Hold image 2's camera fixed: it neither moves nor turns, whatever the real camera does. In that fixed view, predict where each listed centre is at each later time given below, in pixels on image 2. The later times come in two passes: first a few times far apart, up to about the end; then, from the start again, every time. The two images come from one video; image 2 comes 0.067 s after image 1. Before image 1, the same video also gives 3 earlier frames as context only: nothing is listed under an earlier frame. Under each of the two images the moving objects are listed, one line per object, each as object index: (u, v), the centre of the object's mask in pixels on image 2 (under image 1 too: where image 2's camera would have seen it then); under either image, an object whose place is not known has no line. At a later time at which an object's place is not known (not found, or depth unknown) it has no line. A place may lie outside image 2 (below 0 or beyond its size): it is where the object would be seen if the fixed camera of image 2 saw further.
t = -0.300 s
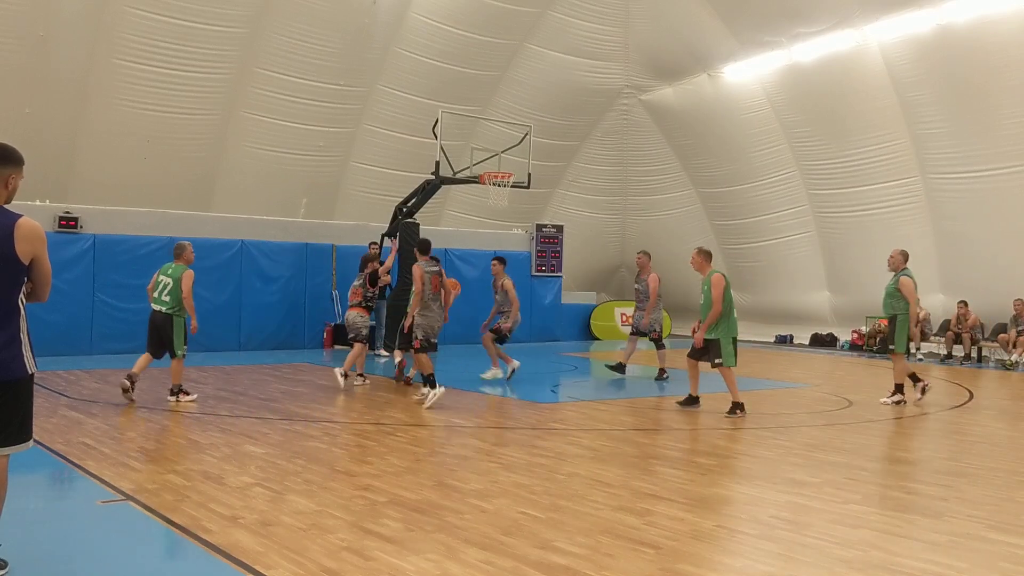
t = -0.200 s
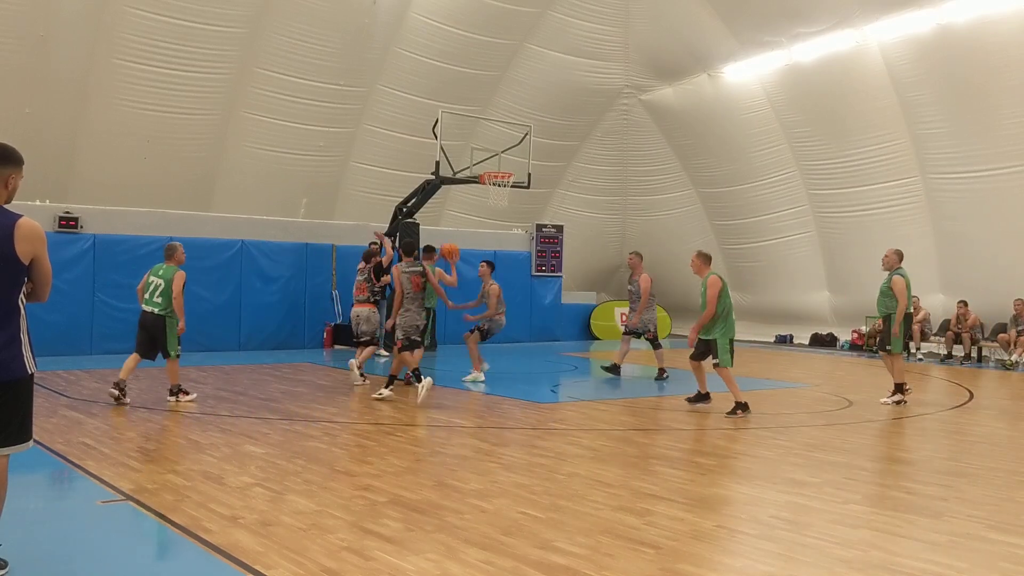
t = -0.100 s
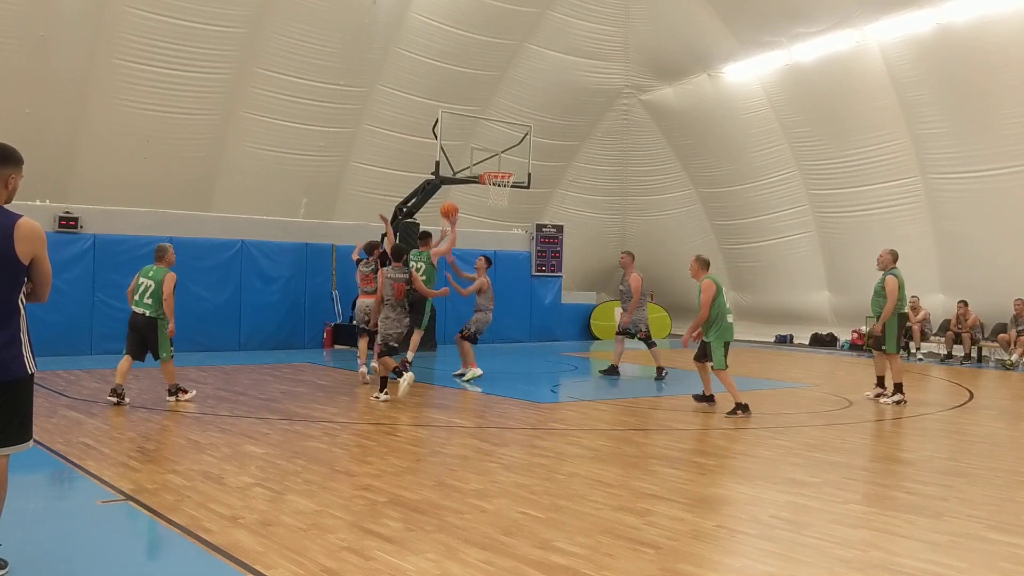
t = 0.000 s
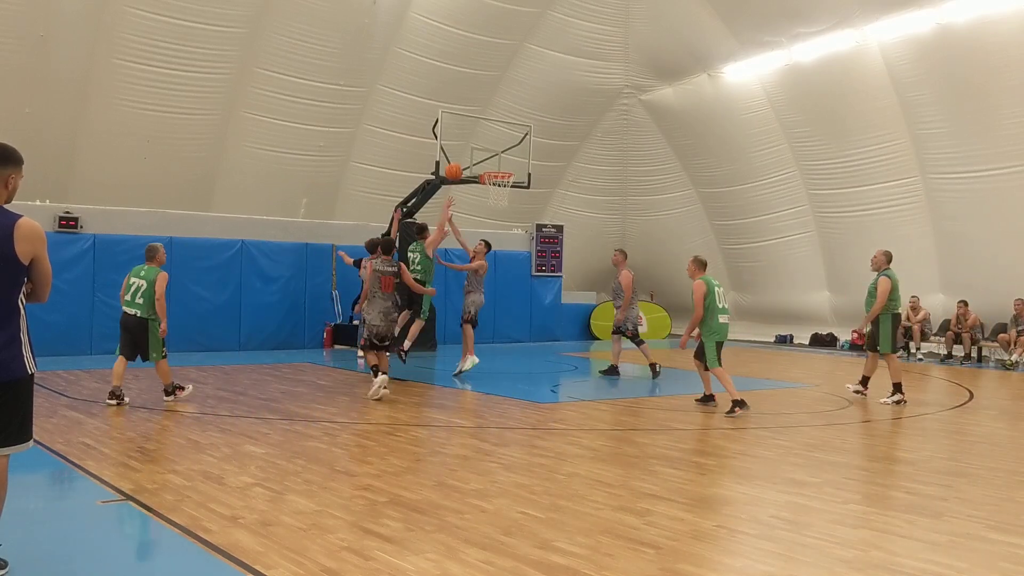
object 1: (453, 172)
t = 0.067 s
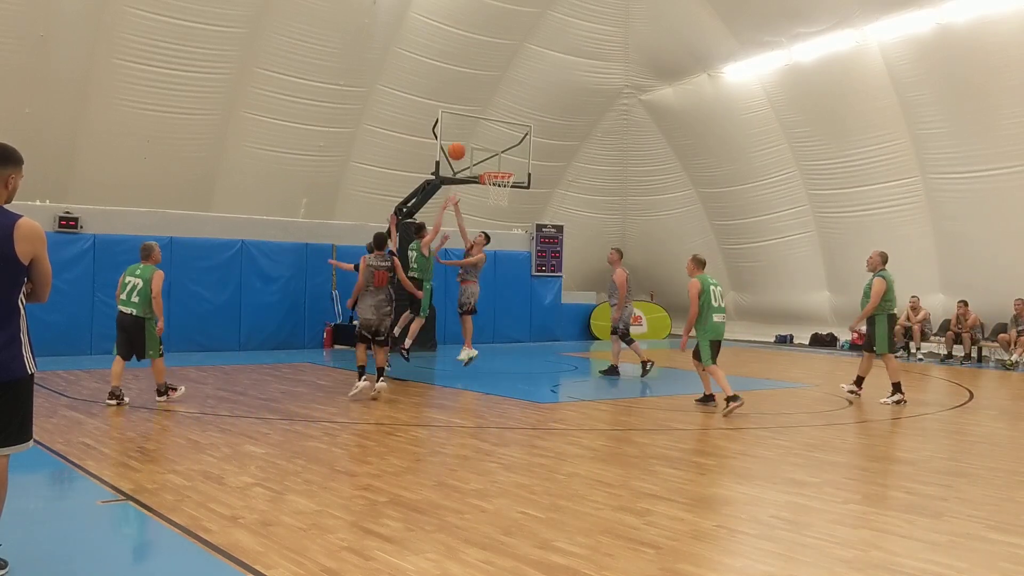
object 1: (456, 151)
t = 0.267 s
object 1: (463, 111)
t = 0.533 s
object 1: (471, 102)
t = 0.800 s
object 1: (488, 131)
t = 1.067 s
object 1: (522, 156)
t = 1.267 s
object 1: (544, 151)
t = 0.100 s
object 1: (458, 142)
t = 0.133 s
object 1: (459, 134)
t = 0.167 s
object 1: (460, 127)
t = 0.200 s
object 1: (461, 120)
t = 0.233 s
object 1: (462, 115)
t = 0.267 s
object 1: (463, 111)
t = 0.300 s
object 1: (464, 107)
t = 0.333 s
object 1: (465, 104)
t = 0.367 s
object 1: (466, 101)
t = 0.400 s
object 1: (467, 100)
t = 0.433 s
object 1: (468, 100)
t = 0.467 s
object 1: (469, 100)
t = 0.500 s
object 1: (470, 101)
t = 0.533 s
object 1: (471, 102)
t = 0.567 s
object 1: (472, 104)
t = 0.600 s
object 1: (472, 107)
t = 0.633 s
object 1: (473, 111)
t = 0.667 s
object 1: (474, 115)
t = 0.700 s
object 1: (474, 119)
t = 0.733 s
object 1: (479, 123)
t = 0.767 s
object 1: (484, 127)
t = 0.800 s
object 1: (488, 131)
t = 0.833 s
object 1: (493, 136)
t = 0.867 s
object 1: (497, 143)
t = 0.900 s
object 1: (502, 149)
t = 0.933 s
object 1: (506, 157)
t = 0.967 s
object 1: (511, 165)
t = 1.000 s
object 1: (515, 163)
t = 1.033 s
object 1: (518, 160)
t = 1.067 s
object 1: (522, 156)
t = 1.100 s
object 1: (525, 154)
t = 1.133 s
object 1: (529, 152)
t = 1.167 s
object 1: (533, 151)
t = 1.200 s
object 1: (537, 150)
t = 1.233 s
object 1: (540, 150)
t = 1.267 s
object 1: (544, 151)
